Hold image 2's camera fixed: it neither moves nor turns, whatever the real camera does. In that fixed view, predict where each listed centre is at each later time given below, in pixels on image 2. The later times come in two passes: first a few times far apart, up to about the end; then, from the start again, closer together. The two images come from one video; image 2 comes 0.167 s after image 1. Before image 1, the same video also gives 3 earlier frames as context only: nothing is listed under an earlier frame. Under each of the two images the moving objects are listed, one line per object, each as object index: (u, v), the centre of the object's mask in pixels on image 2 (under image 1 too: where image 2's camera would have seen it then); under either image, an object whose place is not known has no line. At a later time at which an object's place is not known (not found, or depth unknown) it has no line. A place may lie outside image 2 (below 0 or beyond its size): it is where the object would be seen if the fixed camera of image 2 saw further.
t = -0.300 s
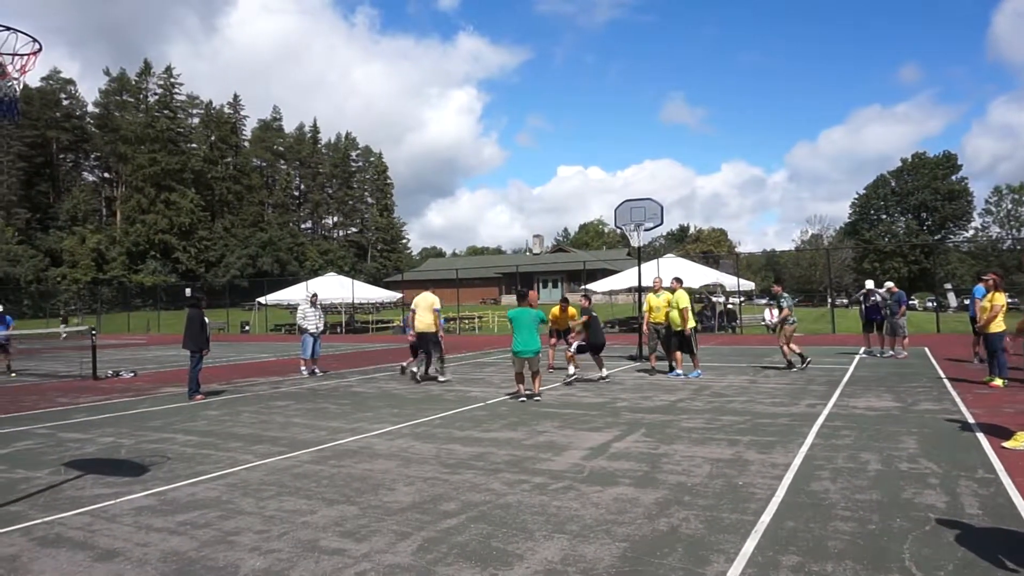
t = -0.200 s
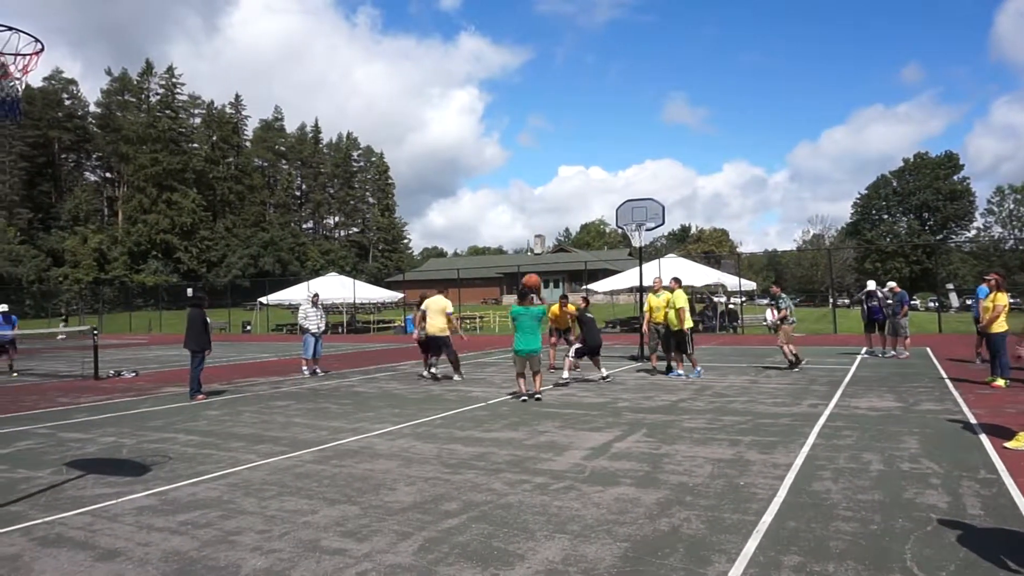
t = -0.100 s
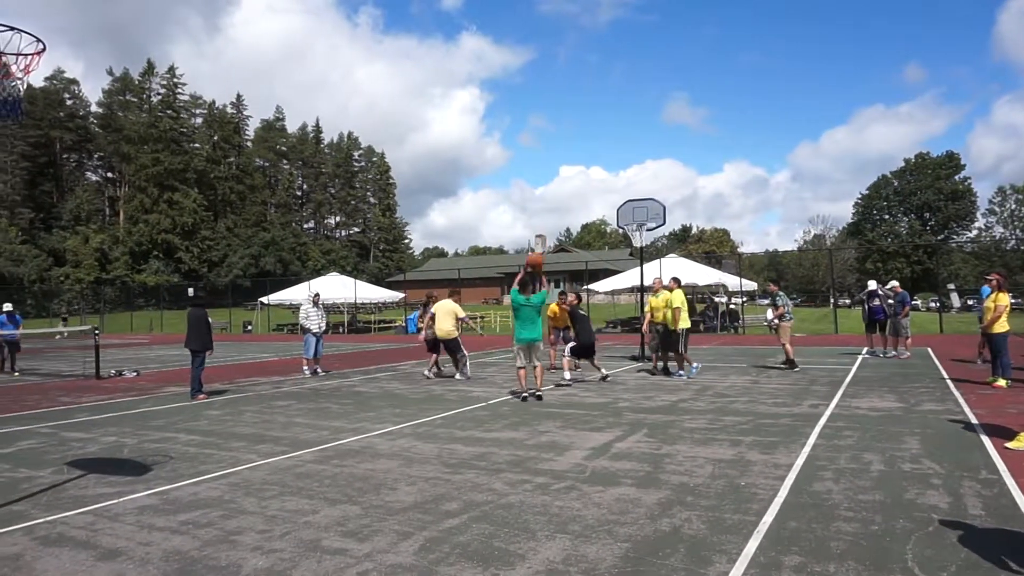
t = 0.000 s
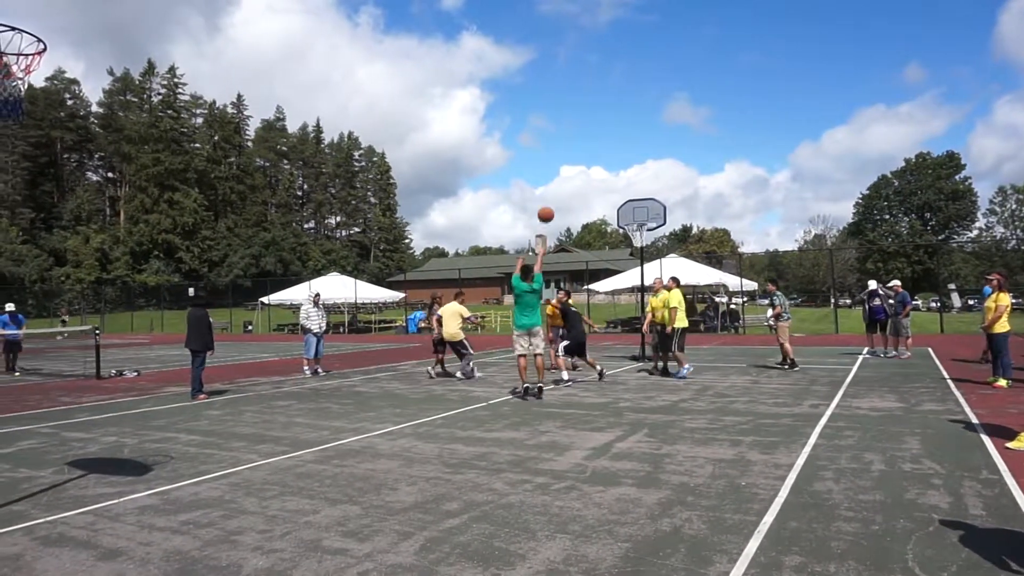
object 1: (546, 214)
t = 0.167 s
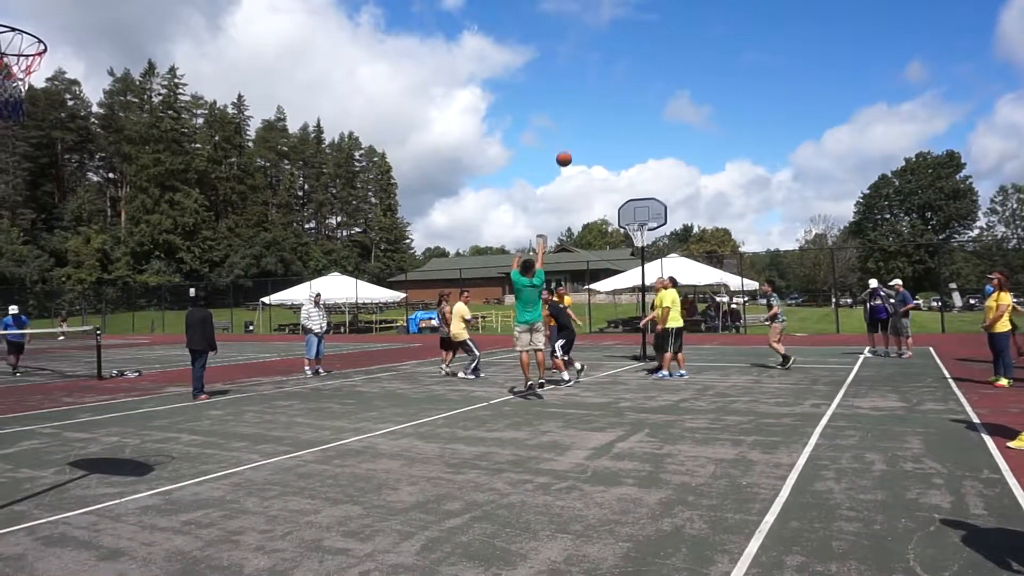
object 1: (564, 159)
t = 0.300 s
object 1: (577, 131)
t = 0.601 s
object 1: (602, 114)
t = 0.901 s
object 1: (625, 145)
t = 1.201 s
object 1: (645, 213)
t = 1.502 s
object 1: (628, 201)
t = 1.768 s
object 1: (611, 217)
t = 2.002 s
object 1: (596, 256)
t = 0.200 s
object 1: (567, 150)
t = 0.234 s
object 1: (570, 143)
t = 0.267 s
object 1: (573, 137)
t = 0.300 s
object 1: (577, 131)
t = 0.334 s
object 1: (580, 126)
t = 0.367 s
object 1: (583, 123)
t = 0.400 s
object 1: (586, 119)
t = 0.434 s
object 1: (588, 117)
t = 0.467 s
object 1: (591, 115)
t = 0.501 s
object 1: (594, 114)
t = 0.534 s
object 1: (597, 113)
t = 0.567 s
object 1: (600, 113)
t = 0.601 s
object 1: (602, 114)
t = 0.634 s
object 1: (605, 115)
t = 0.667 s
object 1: (608, 117)
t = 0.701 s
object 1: (610, 120)
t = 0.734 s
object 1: (613, 122)
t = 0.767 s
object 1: (615, 126)
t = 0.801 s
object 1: (617, 130)
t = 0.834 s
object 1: (620, 134)
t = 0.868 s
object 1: (622, 139)
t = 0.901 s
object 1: (625, 145)
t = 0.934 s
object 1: (627, 150)
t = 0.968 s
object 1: (629, 157)
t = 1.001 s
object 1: (631, 163)
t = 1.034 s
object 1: (634, 171)
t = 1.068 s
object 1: (636, 179)
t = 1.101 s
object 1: (638, 187)
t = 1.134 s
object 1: (640, 195)
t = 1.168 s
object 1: (643, 203)
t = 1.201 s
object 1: (645, 213)
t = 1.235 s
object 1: (646, 219)
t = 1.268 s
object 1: (644, 215)
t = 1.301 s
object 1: (641, 212)
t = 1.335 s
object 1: (639, 210)
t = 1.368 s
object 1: (637, 207)
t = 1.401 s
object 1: (634, 204)
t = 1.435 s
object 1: (633, 203)
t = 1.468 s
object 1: (631, 202)
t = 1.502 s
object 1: (628, 201)
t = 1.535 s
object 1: (626, 202)
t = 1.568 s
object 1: (624, 202)
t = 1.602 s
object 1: (622, 203)
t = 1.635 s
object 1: (619, 205)
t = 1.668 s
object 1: (617, 207)
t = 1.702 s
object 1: (615, 210)
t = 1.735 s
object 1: (613, 213)
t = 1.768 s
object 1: (611, 217)
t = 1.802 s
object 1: (608, 220)
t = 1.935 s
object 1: (600, 243)
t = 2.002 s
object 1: (596, 256)
